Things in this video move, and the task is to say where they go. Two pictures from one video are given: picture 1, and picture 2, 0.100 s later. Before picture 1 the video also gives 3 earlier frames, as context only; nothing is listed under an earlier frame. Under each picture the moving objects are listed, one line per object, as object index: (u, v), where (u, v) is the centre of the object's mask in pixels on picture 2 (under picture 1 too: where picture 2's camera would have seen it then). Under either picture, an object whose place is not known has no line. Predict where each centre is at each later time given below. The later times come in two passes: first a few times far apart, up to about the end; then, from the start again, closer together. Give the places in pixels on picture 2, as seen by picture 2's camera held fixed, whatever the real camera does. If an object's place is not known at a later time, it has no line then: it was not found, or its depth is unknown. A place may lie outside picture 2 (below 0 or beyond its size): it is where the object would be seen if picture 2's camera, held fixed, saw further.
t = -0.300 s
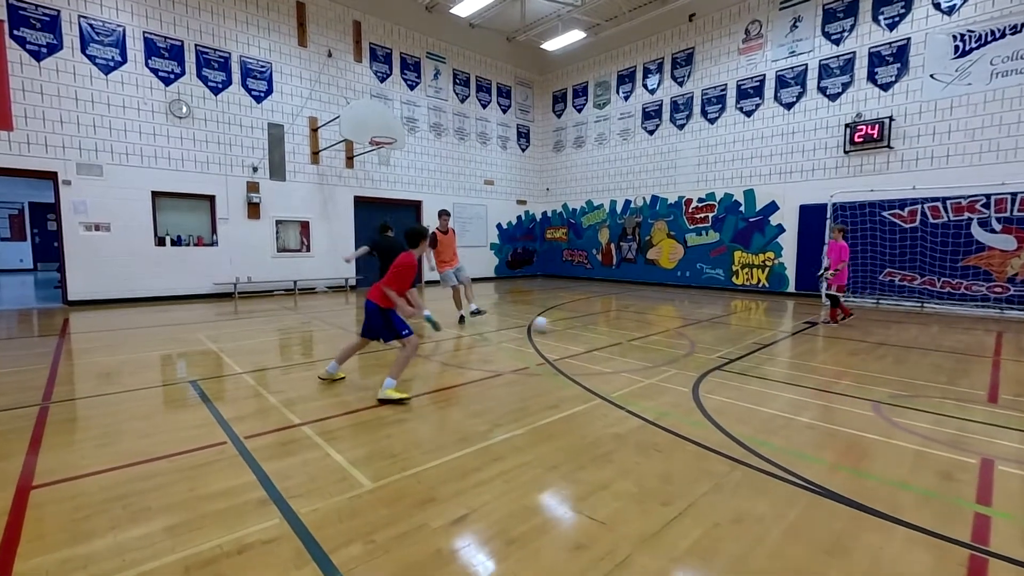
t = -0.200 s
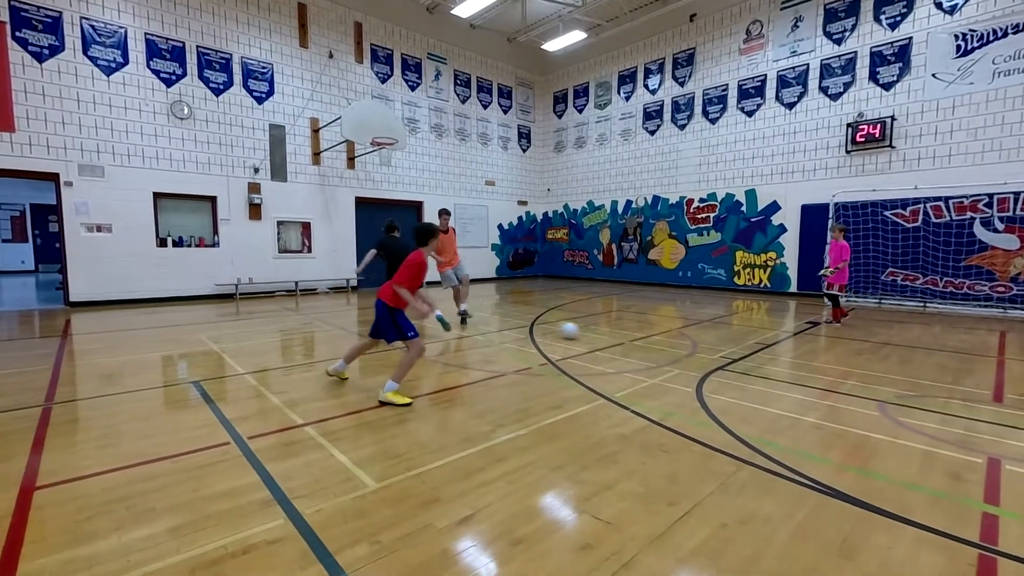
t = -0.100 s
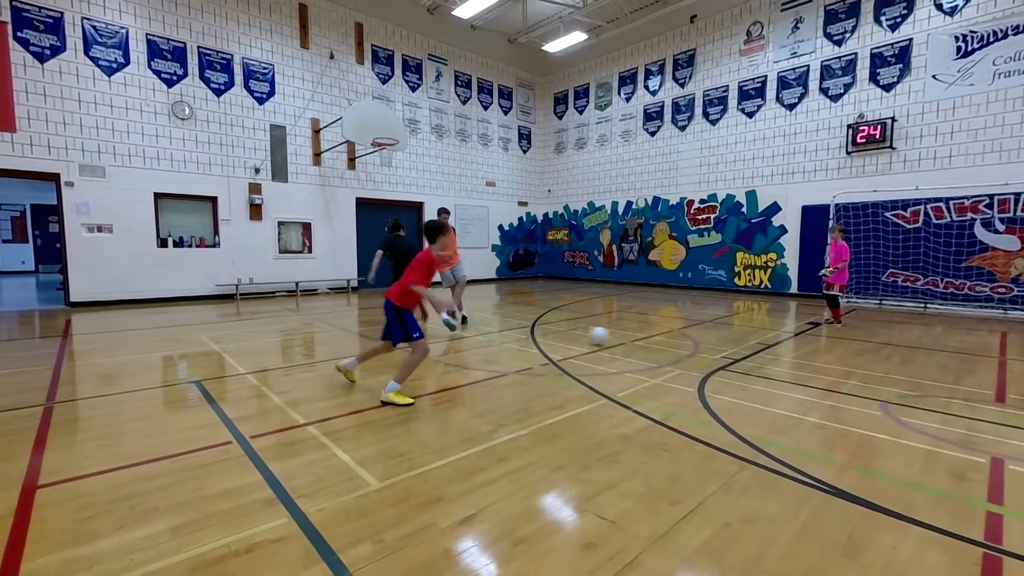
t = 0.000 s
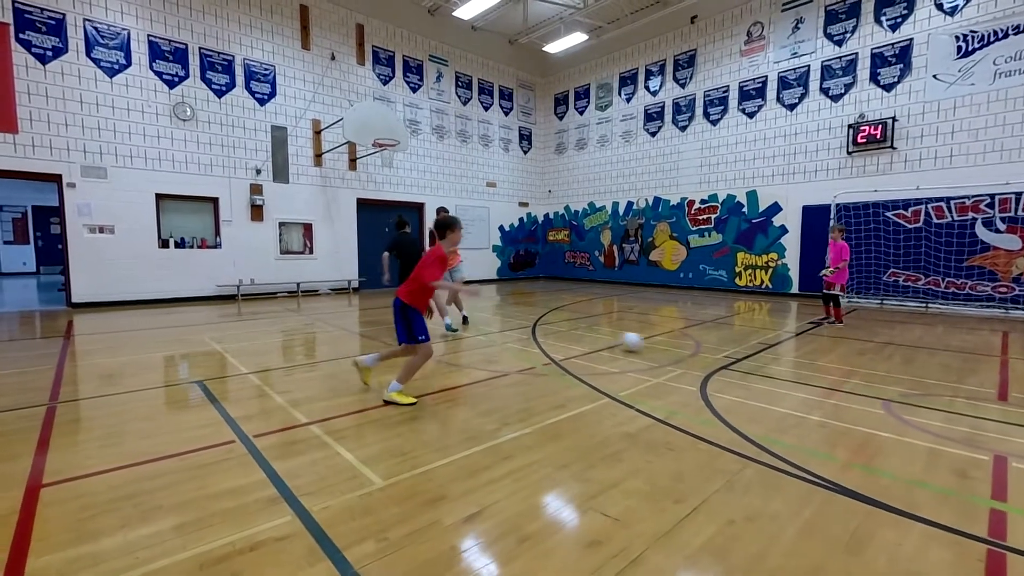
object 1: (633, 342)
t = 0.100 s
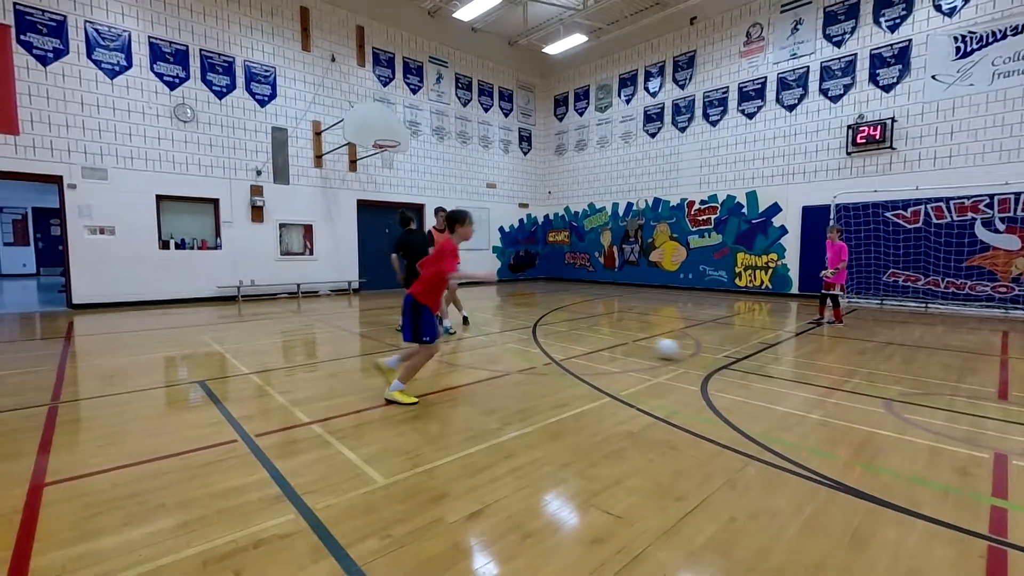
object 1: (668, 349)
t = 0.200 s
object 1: (704, 355)
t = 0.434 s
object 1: (811, 375)
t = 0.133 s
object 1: (680, 351)
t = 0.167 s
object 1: (693, 354)
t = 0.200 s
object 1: (704, 355)
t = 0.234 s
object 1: (717, 356)
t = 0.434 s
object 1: (811, 375)
